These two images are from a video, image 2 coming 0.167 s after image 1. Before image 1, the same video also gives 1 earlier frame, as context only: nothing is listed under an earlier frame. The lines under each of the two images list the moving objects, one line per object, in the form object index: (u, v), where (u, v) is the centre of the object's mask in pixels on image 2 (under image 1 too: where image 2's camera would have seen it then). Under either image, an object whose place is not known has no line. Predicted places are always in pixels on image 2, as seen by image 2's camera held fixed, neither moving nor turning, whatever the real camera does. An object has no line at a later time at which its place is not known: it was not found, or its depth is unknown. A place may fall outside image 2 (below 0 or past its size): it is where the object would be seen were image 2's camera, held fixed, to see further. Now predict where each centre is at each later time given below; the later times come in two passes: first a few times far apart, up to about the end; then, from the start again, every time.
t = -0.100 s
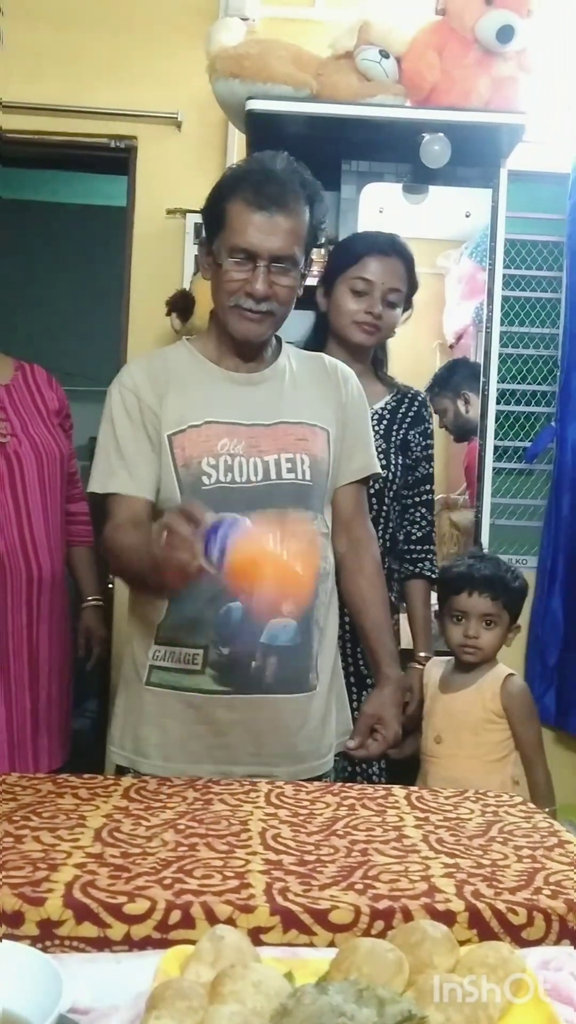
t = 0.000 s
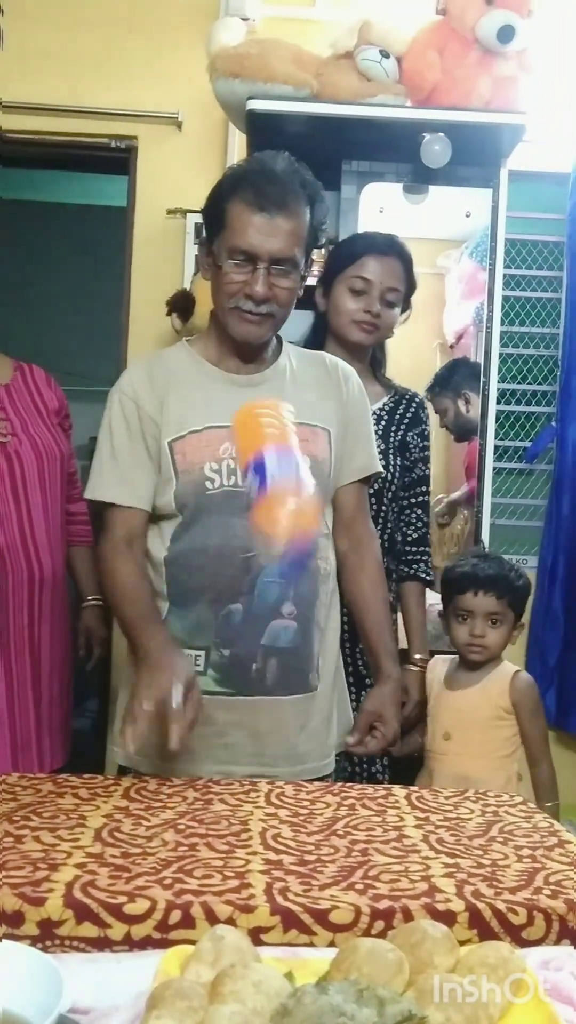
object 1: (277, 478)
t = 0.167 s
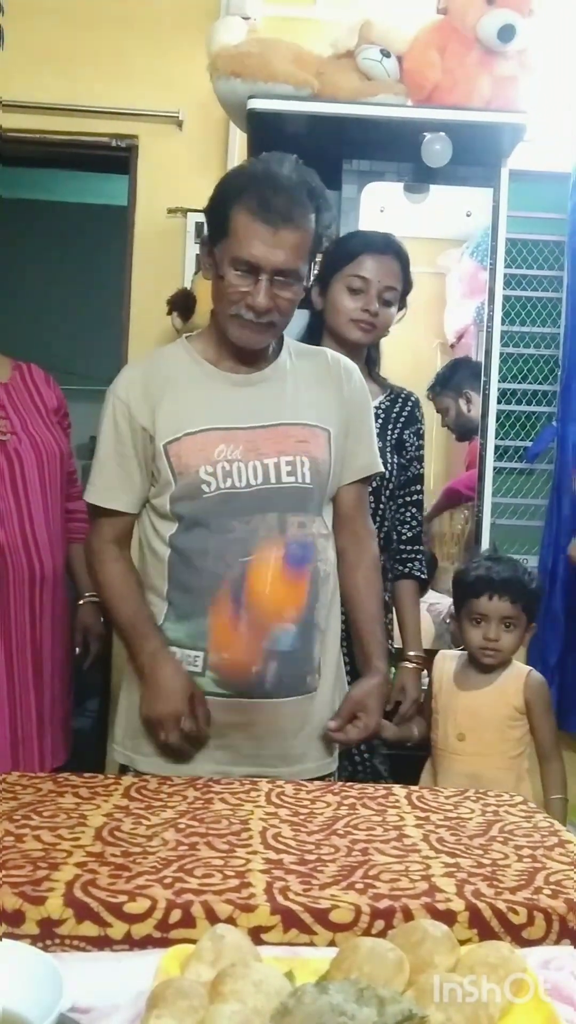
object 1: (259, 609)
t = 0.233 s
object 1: (252, 731)
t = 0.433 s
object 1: (263, 778)
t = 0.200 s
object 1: (256, 656)
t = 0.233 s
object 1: (252, 731)
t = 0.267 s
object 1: (256, 748)
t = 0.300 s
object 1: (256, 770)
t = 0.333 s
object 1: (260, 778)
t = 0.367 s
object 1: (260, 778)
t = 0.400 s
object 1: (261, 778)
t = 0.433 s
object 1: (263, 778)
